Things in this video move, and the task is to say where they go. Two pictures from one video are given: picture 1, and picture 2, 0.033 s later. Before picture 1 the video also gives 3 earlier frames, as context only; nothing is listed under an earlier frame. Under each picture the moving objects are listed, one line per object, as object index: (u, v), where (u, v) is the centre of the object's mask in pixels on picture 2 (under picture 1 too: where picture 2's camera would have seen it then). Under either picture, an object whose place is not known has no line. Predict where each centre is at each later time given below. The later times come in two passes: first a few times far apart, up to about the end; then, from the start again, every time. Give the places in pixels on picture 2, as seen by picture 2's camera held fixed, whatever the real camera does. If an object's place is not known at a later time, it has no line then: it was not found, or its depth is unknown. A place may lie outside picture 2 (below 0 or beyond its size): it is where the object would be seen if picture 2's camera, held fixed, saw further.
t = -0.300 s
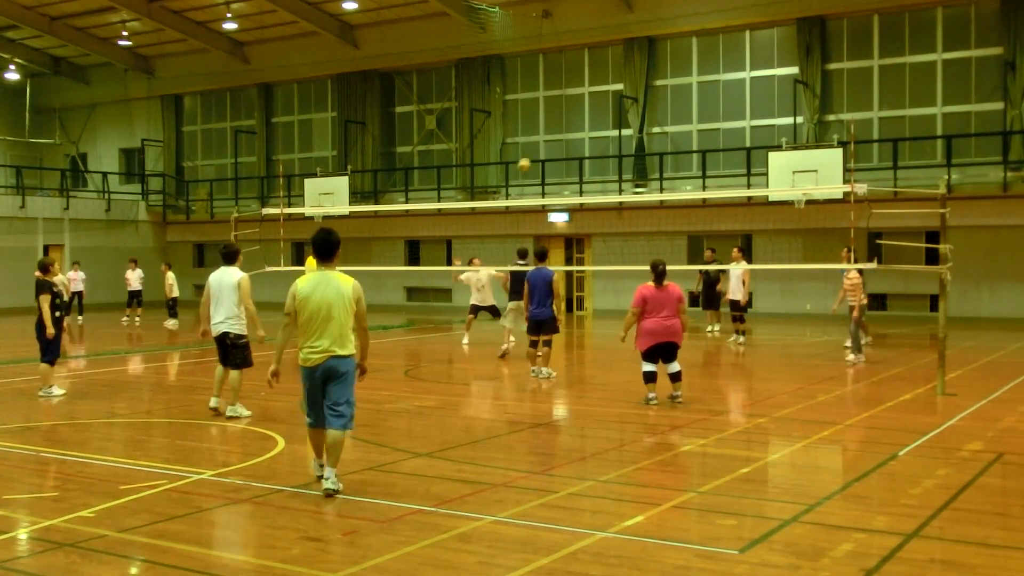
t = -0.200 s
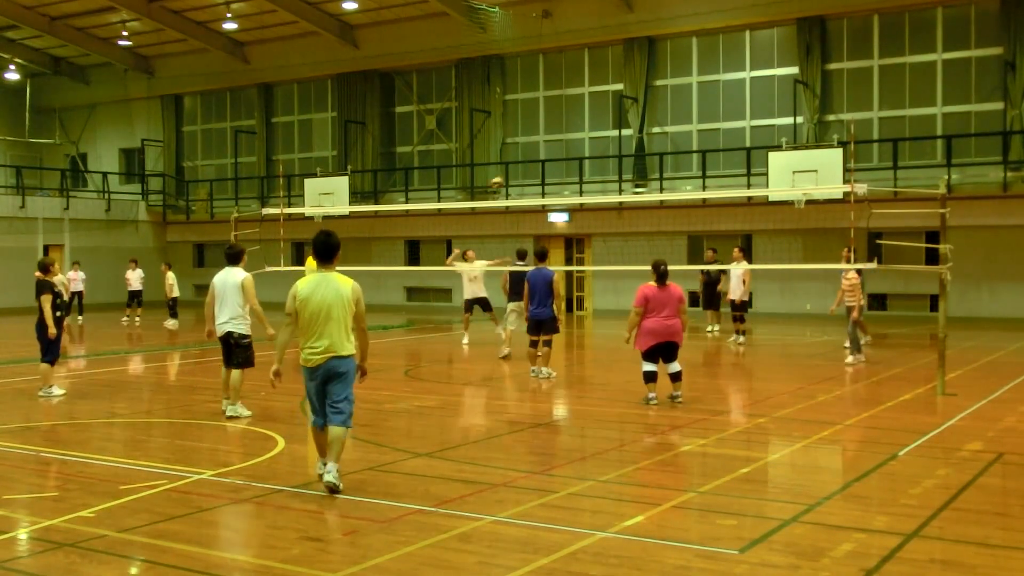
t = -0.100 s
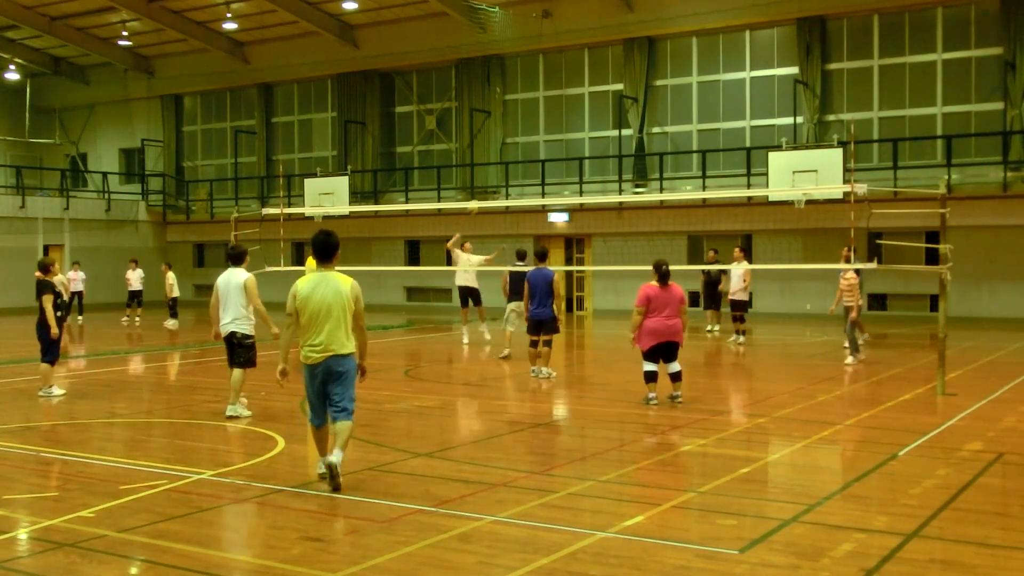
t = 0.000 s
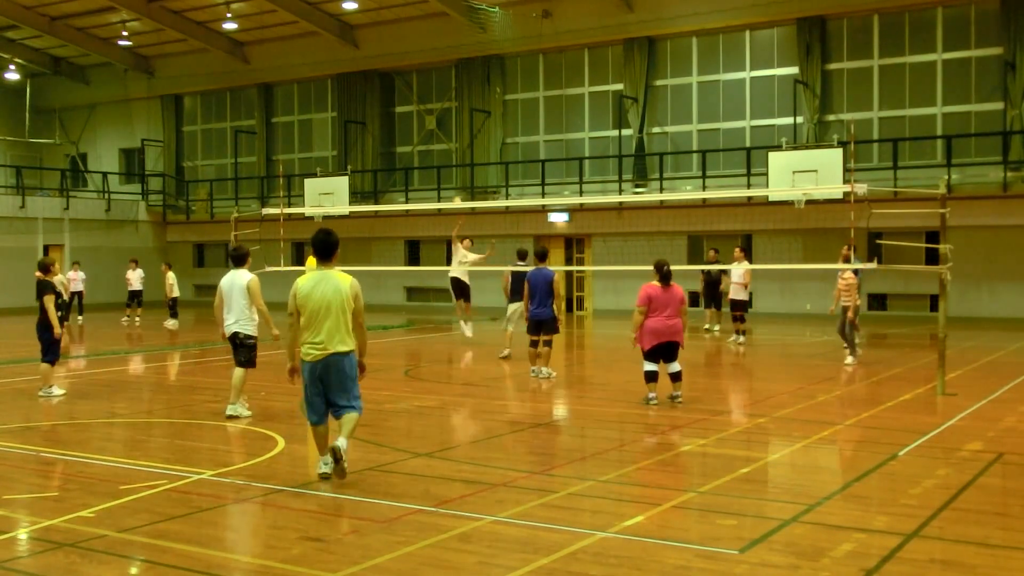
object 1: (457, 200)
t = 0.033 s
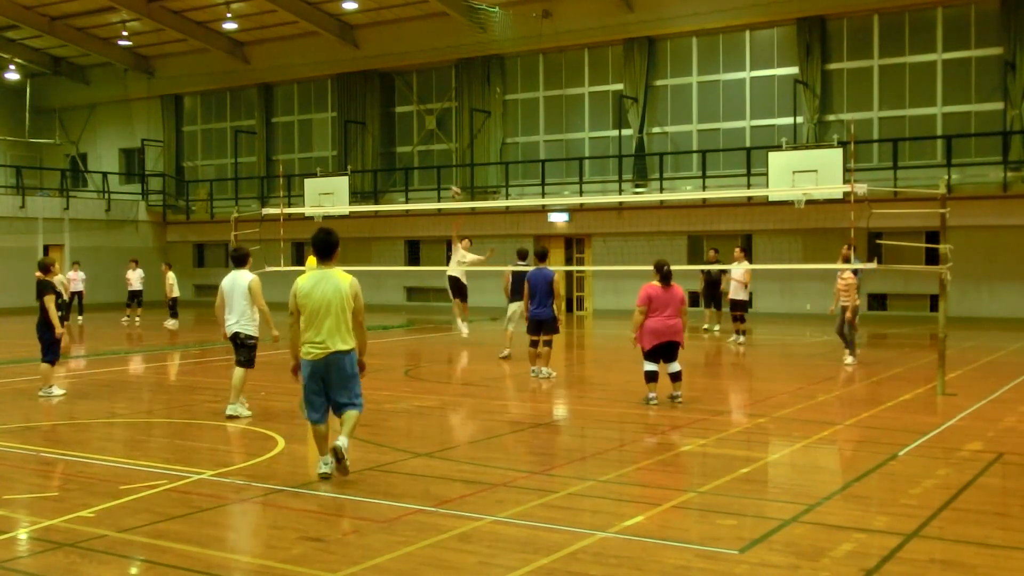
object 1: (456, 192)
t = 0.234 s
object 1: (436, 139)
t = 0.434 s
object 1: (413, 107)
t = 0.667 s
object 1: (381, 100)
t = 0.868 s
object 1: (348, 127)
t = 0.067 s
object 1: (451, 182)
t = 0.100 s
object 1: (448, 173)
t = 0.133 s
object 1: (446, 165)
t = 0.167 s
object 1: (442, 156)
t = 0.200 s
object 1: (440, 148)
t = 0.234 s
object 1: (436, 139)
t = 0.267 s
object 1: (432, 133)
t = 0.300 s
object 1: (429, 127)
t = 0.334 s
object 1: (425, 122)
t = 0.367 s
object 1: (422, 117)
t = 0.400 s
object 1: (417, 111)
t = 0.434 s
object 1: (413, 107)
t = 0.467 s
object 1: (409, 104)
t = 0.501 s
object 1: (404, 101)
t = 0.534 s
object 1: (400, 100)
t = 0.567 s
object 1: (396, 98)
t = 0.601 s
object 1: (391, 99)
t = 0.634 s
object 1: (386, 99)
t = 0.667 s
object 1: (381, 100)
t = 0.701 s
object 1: (376, 102)
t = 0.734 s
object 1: (371, 105)
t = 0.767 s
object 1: (365, 110)
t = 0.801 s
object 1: (359, 114)
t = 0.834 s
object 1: (353, 120)
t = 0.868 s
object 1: (348, 127)
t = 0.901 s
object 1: (342, 135)
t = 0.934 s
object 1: (336, 144)
